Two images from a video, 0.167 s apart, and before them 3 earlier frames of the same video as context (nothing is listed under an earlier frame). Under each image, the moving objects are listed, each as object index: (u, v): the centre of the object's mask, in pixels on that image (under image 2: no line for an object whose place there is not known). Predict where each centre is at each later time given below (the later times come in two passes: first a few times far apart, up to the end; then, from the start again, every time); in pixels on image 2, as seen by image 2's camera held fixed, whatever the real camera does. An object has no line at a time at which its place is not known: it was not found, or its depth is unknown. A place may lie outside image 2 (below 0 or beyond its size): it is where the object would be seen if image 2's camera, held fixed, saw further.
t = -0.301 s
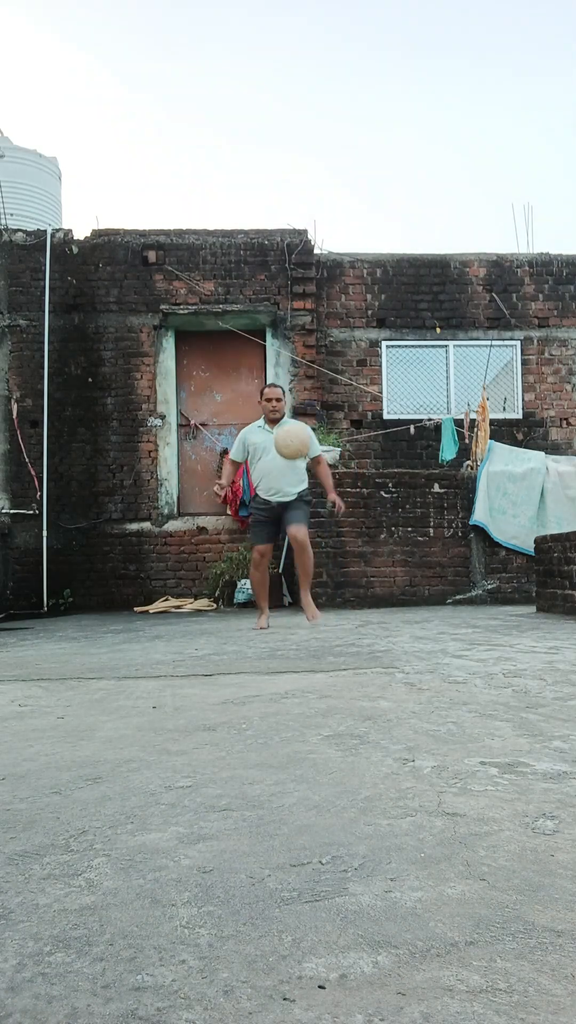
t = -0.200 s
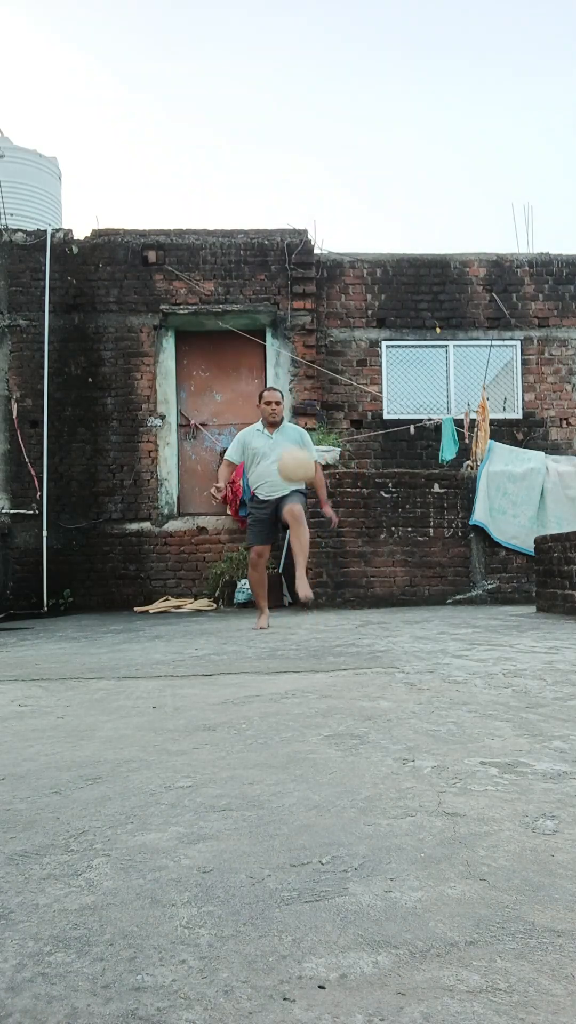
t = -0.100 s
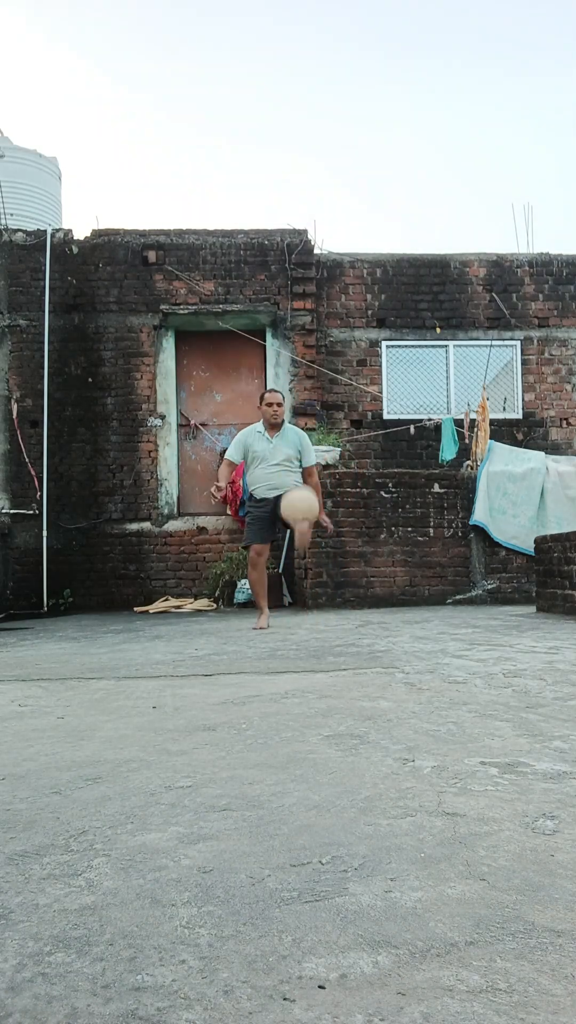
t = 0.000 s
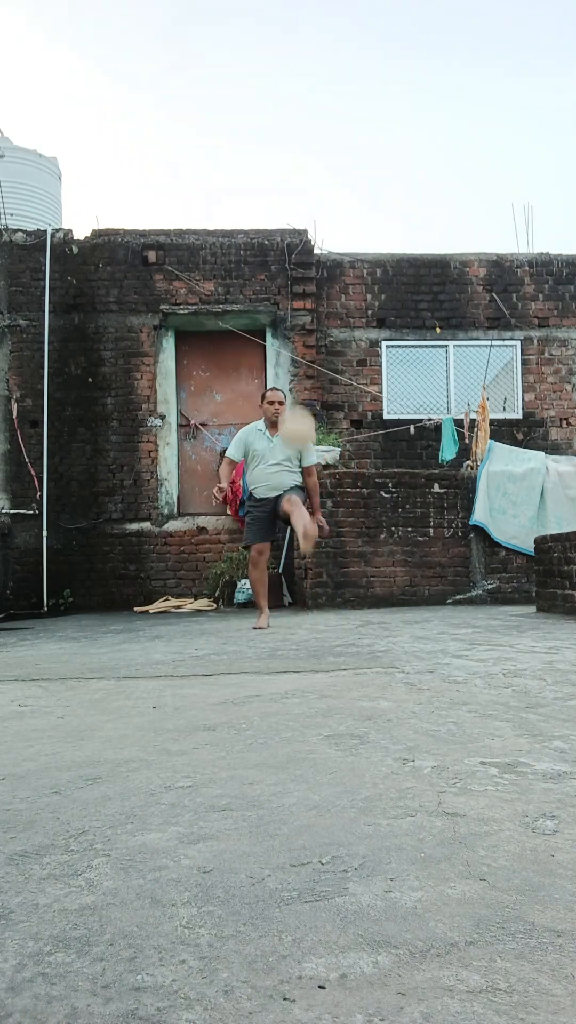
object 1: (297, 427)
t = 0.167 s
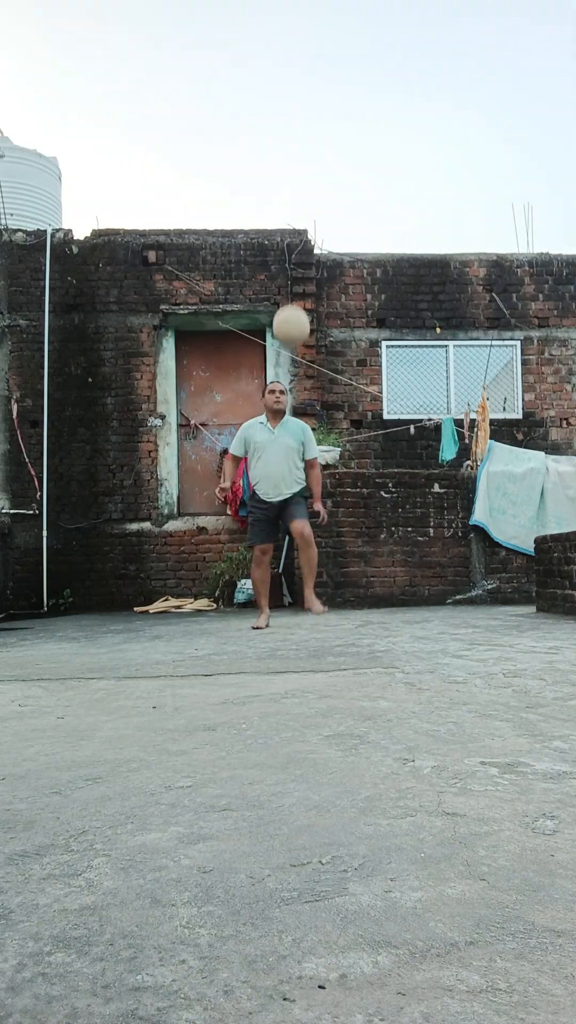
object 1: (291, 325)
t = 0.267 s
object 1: (289, 289)
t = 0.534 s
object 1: (284, 269)
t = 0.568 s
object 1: (284, 274)
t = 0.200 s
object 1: (290, 312)
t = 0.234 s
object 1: (289, 300)
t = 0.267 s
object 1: (289, 289)
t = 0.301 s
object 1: (288, 281)
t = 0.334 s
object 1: (287, 275)
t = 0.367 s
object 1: (287, 269)
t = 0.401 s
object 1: (286, 266)
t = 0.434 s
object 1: (286, 264)
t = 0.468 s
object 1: (285, 264)
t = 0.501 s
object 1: (285, 266)
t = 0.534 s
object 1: (284, 269)
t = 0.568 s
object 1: (284, 274)
